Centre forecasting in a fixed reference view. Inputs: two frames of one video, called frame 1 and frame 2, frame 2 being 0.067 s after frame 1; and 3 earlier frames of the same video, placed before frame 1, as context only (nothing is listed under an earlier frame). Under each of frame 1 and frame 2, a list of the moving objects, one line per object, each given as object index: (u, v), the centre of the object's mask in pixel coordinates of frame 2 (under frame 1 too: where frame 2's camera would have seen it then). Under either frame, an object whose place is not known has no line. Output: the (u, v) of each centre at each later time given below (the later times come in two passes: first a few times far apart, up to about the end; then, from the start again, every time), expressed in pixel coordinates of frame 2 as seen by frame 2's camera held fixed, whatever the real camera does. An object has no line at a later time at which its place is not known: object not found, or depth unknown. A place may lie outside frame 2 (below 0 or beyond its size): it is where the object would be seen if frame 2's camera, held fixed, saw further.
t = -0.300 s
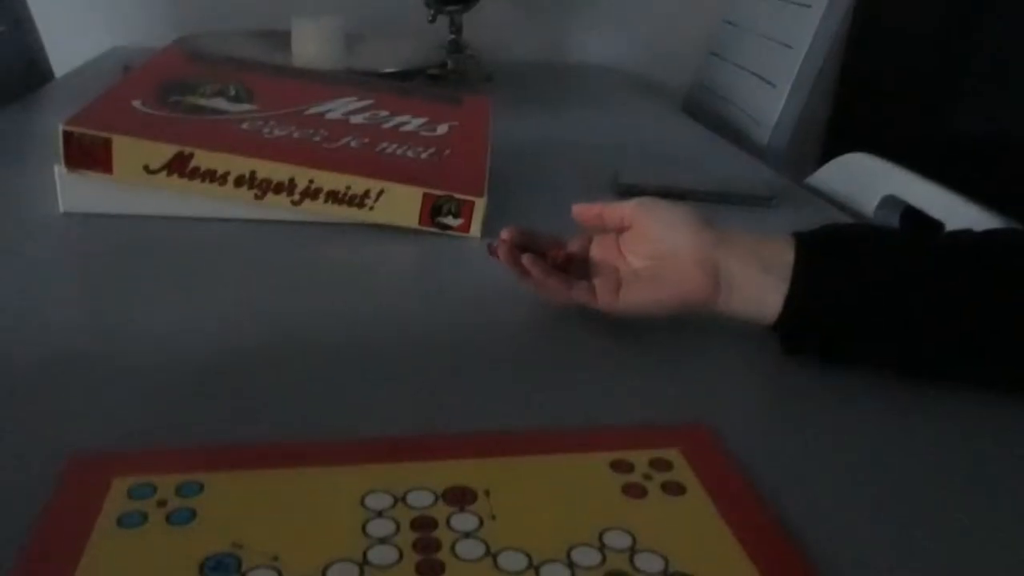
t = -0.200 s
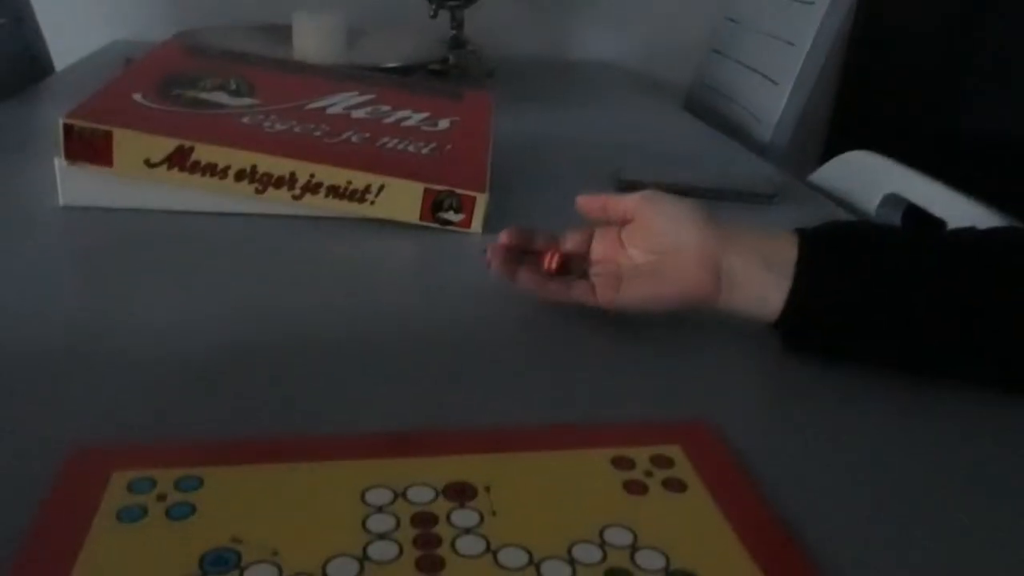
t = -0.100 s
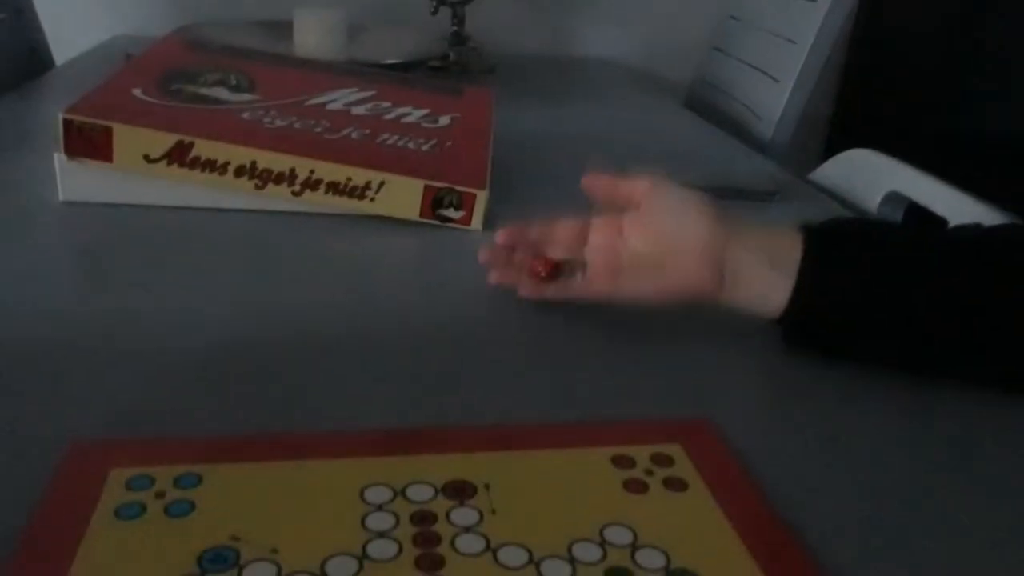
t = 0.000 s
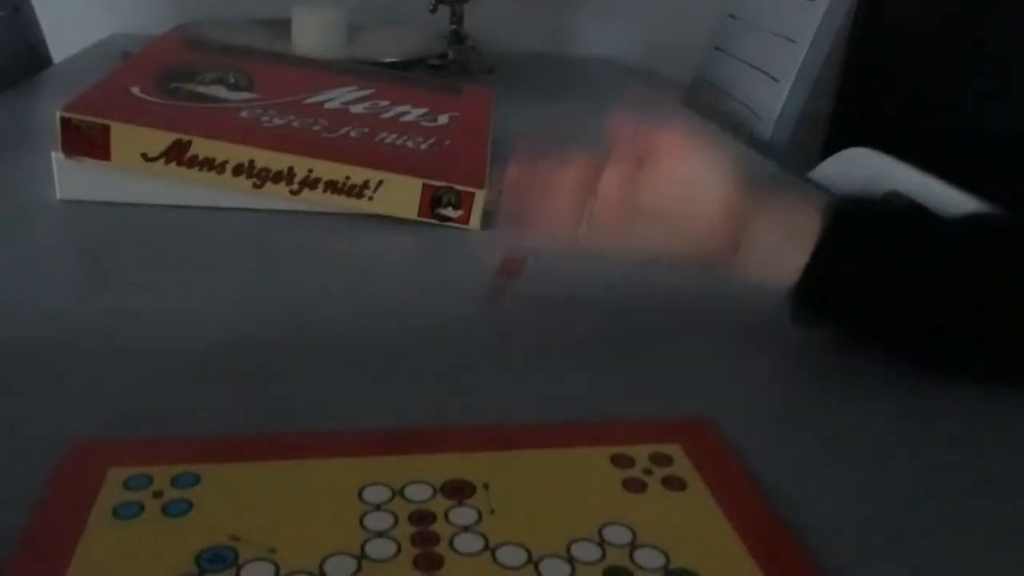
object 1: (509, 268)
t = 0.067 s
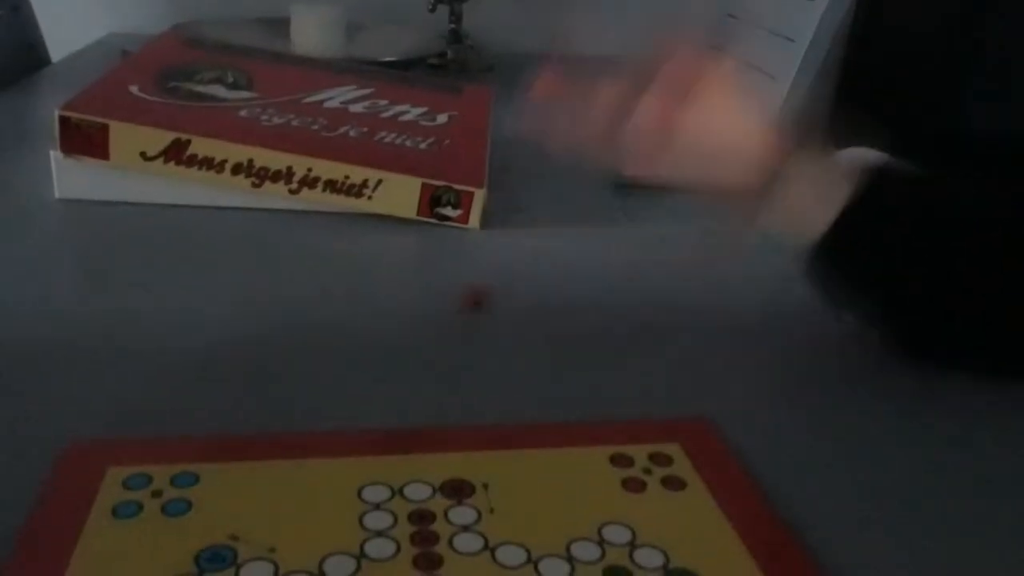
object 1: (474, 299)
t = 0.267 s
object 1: (341, 305)
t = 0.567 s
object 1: (248, 317)
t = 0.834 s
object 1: (250, 314)
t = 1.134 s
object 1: (250, 312)
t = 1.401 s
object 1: (250, 311)
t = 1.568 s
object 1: (249, 312)
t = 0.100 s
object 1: (455, 303)
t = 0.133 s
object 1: (431, 305)
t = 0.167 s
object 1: (402, 309)
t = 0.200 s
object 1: (383, 307)
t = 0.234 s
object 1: (362, 305)
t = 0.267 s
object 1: (341, 305)
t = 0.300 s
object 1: (322, 309)
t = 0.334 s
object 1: (305, 311)
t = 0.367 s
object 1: (290, 316)
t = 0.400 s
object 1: (275, 316)
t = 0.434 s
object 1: (265, 317)
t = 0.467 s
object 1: (255, 319)
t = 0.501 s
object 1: (251, 318)
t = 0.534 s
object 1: (248, 318)
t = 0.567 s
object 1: (248, 317)
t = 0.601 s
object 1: (249, 315)
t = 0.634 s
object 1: (249, 315)
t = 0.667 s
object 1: (250, 315)
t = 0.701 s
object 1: (250, 314)
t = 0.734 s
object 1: (250, 314)
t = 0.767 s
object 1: (250, 314)
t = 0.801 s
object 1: (249, 314)
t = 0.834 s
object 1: (250, 314)
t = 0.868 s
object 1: (249, 313)
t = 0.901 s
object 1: (249, 312)
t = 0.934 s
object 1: (249, 312)
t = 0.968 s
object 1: (249, 312)
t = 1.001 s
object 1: (249, 312)
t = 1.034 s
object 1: (249, 311)
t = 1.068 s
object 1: (249, 312)
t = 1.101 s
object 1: (249, 312)
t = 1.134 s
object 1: (250, 312)
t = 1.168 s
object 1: (250, 312)
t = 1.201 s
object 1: (250, 312)
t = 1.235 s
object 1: (249, 312)
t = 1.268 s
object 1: (249, 312)
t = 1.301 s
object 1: (249, 312)
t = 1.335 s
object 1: (250, 312)
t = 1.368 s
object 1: (250, 311)
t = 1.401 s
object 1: (250, 311)
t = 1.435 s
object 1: (250, 312)
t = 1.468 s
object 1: (249, 312)
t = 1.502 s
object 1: (249, 312)
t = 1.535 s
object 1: (249, 312)
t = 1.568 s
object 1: (249, 312)
